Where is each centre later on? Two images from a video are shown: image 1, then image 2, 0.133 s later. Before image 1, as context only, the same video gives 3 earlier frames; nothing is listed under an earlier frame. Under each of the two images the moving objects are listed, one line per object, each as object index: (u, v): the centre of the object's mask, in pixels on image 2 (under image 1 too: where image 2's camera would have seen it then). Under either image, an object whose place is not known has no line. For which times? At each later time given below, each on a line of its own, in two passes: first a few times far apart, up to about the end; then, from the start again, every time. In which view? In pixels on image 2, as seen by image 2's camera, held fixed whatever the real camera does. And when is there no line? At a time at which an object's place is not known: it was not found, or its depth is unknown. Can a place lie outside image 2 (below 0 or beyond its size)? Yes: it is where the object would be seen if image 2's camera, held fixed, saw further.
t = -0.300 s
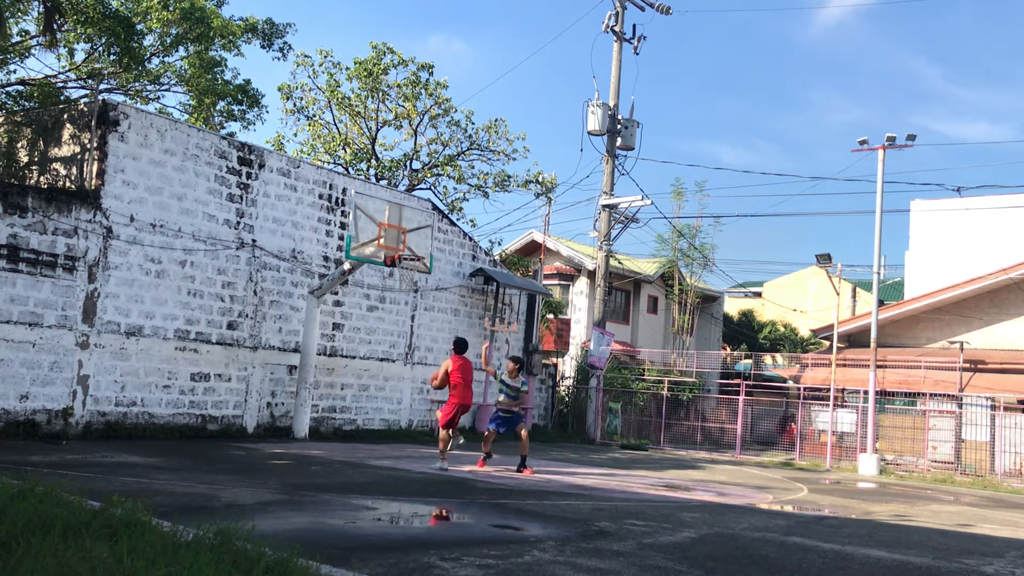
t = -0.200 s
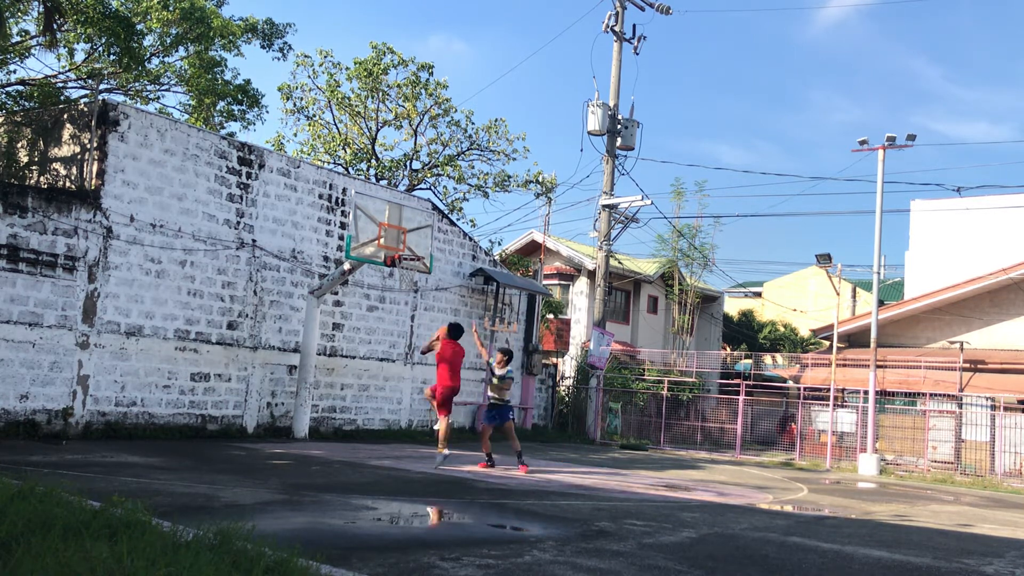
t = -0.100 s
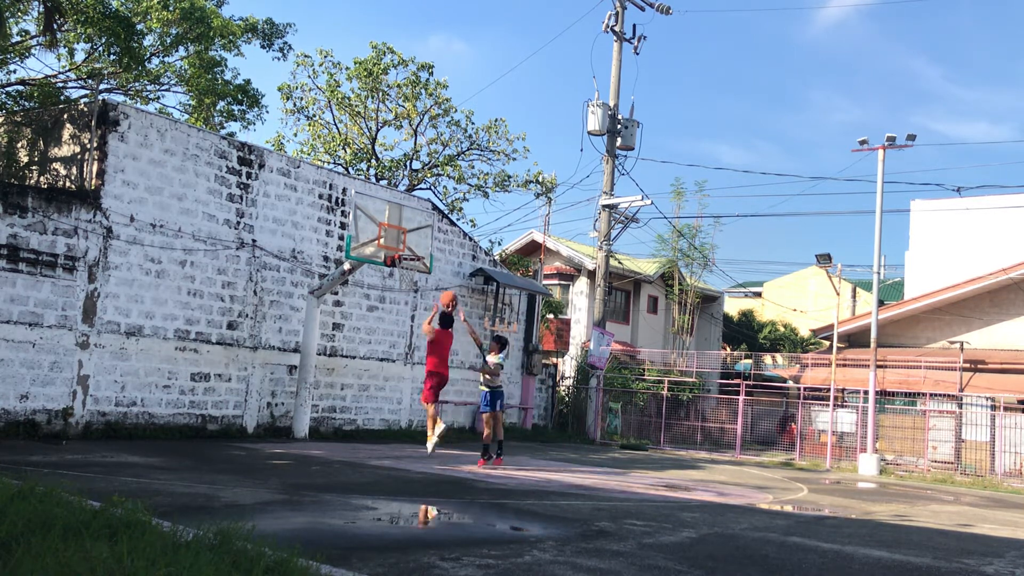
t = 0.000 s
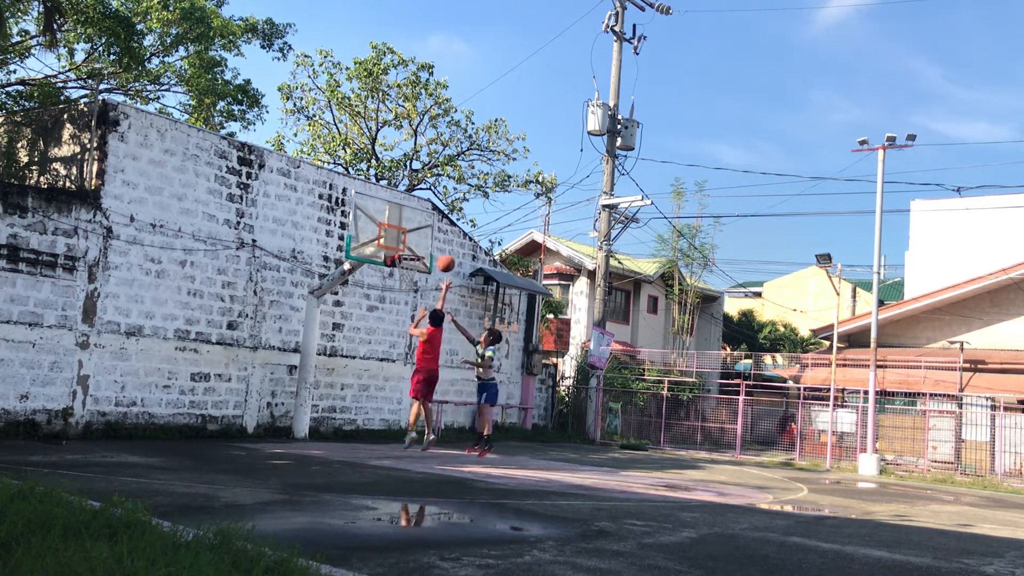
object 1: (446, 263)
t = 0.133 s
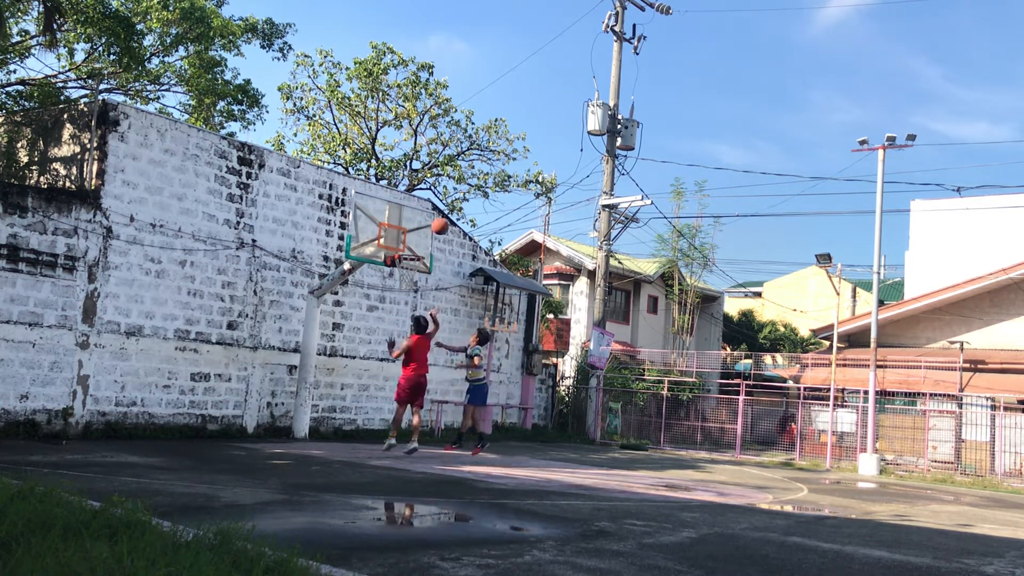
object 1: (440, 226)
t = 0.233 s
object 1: (435, 208)
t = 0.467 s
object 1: (424, 192)
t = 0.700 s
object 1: (410, 212)
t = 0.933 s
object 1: (418, 250)
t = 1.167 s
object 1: (432, 235)
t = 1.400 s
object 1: (443, 254)
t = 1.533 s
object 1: (449, 281)
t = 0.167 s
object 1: (438, 219)
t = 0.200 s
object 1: (436, 213)
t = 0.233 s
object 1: (435, 208)
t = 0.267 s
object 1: (433, 203)
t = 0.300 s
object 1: (432, 200)
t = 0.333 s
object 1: (430, 197)
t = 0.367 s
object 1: (428, 195)
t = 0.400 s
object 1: (427, 193)
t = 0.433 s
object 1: (425, 192)
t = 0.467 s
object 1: (424, 192)
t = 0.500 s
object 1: (422, 193)
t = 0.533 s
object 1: (420, 195)
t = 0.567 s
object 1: (418, 197)
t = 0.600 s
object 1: (416, 200)
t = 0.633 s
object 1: (414, 203)
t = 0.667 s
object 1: (412, 208)
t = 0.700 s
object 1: (410, 212)
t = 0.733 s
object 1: (408, 217)
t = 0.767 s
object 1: (406, 223)
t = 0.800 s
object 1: (402, 229)
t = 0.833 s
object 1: (407, 234)
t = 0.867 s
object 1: (411, 240)
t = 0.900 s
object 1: (415, 246)
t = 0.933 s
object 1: (418, 250)
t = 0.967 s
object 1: (420, 247)
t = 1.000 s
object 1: (423, 243)
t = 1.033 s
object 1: (424, 240)
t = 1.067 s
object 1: (426, 238)
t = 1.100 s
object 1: (428, 236)
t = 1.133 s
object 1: (430, 235)
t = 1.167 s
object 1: (432, 235)
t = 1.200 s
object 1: (434, 235)
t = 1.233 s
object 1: (435, 236)
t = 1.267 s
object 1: (437, 238)
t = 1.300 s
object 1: (439, 241)
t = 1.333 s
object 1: (440, 245)
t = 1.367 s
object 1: (442, 248)
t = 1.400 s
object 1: (443, 254)
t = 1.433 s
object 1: (445, 259)
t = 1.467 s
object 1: (446, 265)
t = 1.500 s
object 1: (447, 273)
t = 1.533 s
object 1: (449, 281)
